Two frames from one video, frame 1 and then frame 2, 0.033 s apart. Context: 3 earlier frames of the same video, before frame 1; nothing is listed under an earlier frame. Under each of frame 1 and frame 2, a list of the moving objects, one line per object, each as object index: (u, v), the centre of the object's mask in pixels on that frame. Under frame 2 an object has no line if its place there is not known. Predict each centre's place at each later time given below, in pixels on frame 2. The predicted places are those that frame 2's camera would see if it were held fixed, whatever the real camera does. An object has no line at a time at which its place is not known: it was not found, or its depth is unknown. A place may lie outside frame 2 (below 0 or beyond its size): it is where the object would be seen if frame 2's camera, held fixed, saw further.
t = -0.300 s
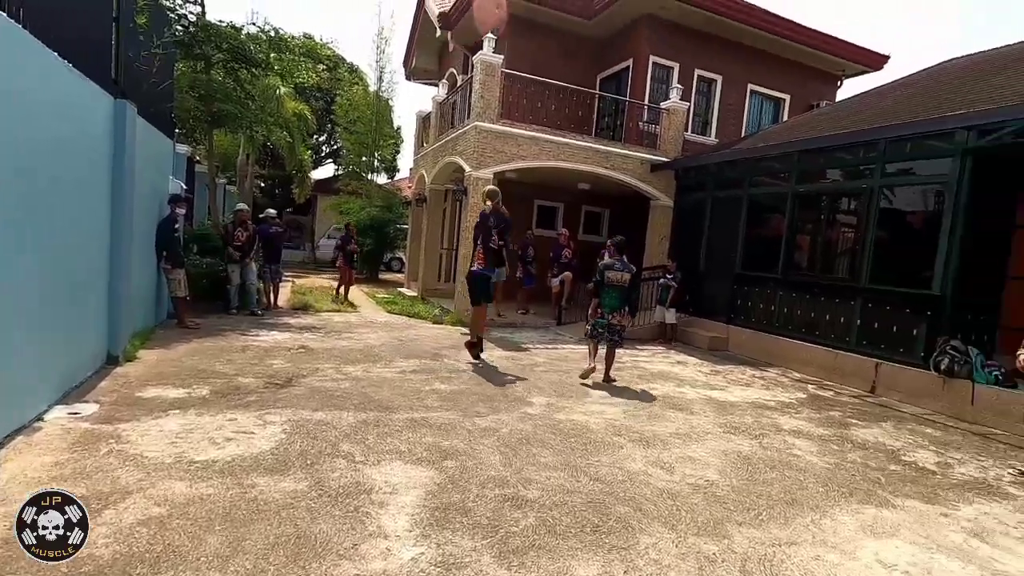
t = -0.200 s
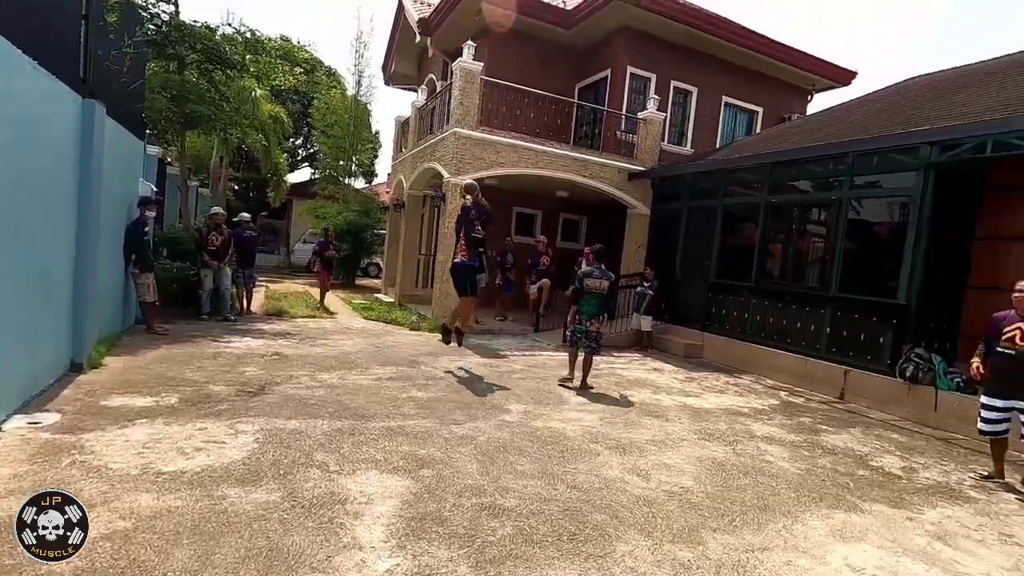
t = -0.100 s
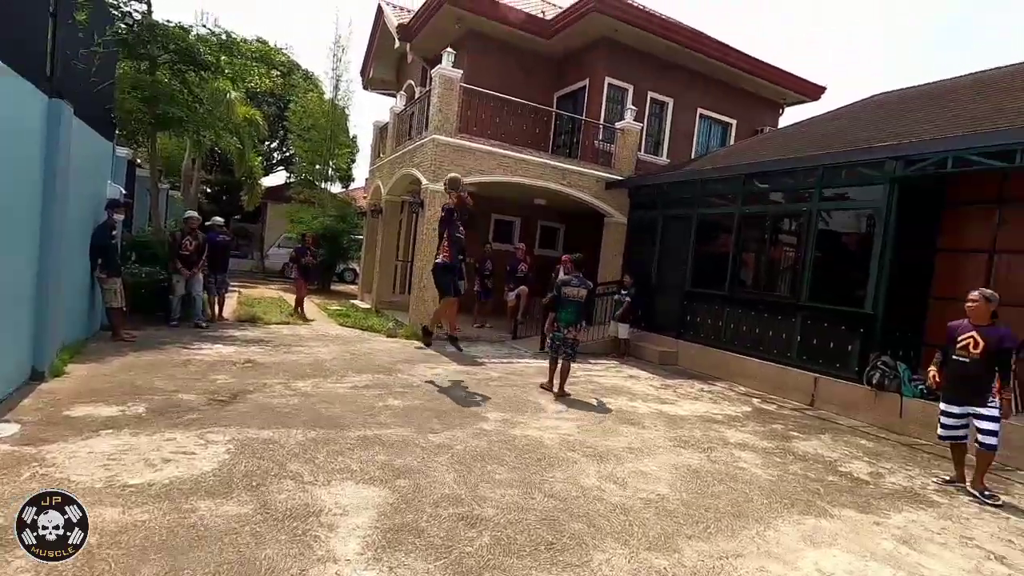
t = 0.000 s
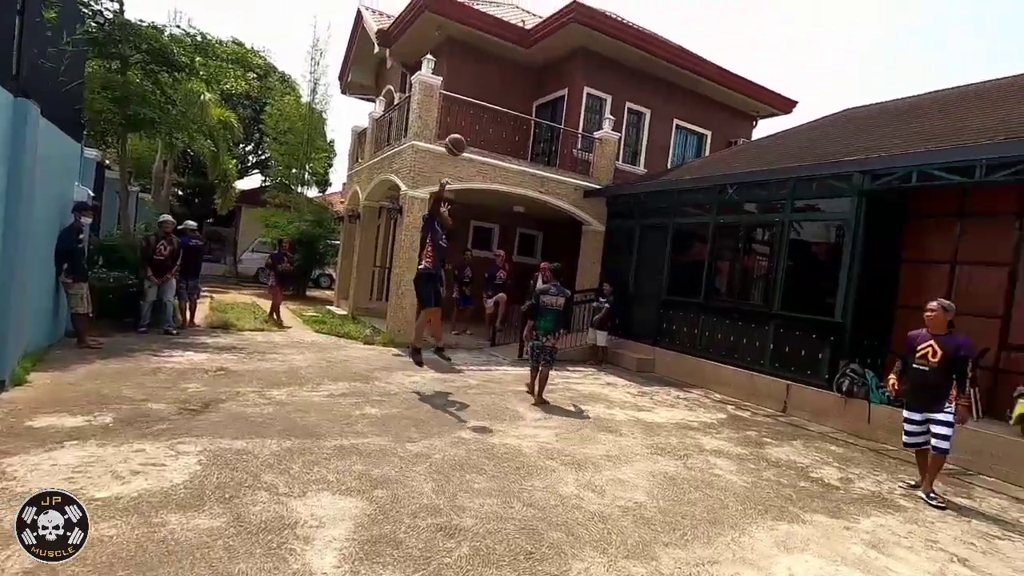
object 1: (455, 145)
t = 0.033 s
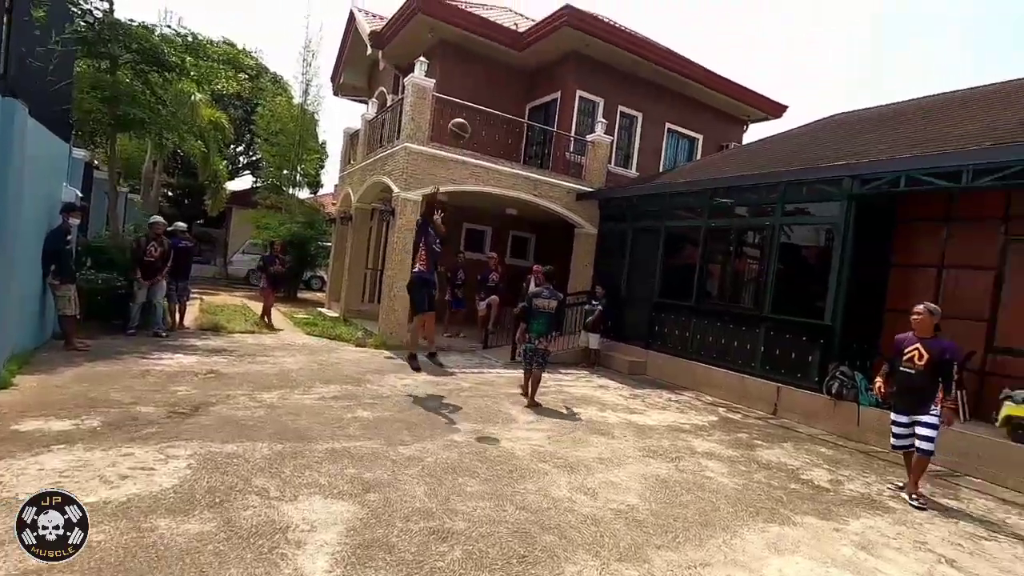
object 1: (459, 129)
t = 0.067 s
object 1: (471, 113)
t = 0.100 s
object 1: (483, 96)
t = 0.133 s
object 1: (496, 81)
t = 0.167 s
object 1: (509, 65)
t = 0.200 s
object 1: (523, 49)
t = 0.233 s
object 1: (536, 34)
